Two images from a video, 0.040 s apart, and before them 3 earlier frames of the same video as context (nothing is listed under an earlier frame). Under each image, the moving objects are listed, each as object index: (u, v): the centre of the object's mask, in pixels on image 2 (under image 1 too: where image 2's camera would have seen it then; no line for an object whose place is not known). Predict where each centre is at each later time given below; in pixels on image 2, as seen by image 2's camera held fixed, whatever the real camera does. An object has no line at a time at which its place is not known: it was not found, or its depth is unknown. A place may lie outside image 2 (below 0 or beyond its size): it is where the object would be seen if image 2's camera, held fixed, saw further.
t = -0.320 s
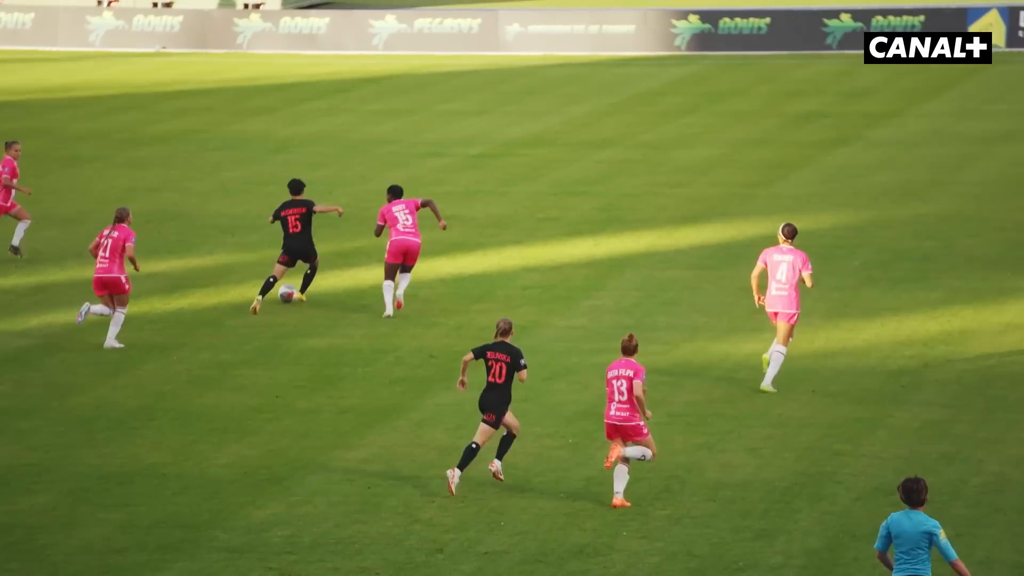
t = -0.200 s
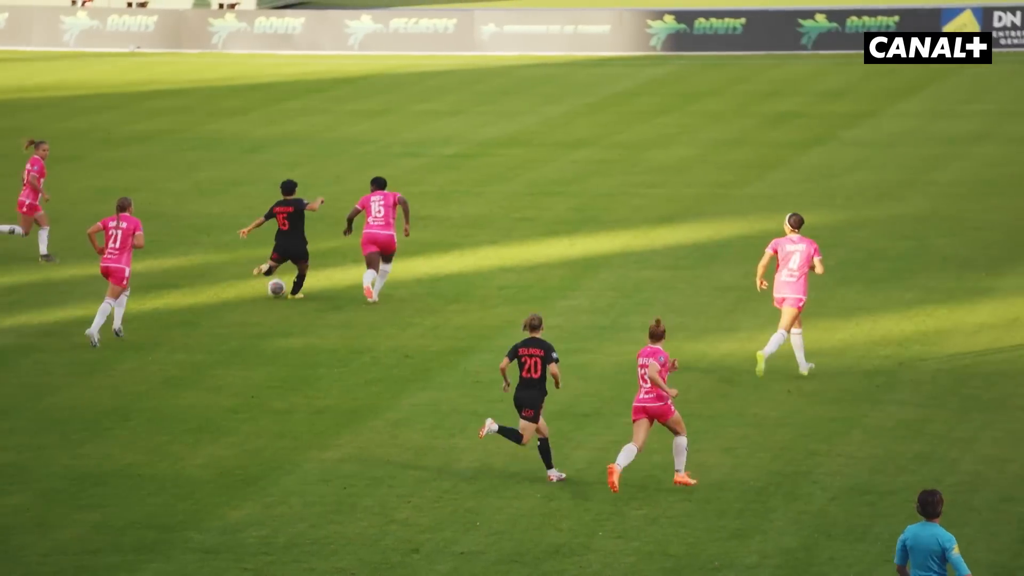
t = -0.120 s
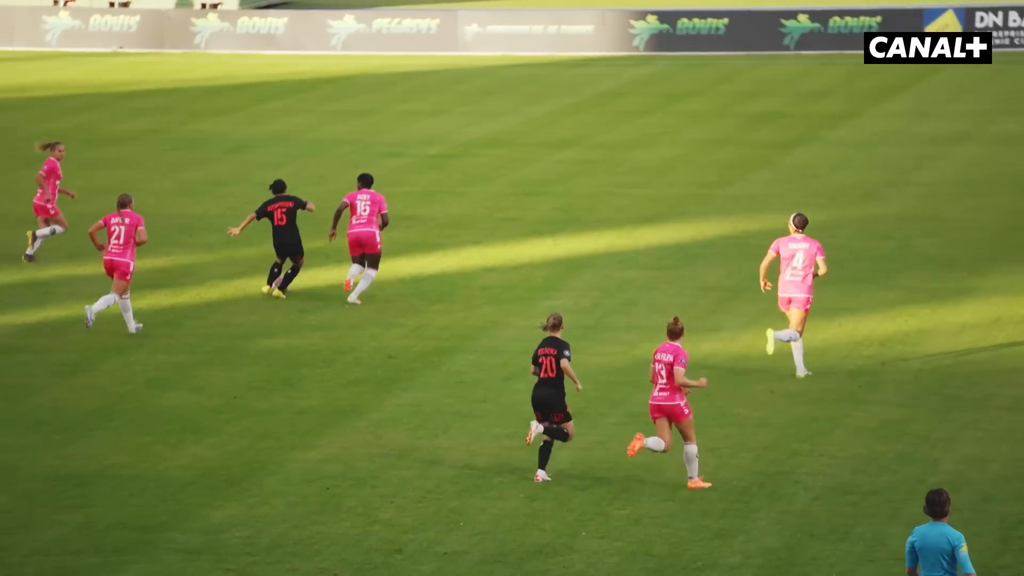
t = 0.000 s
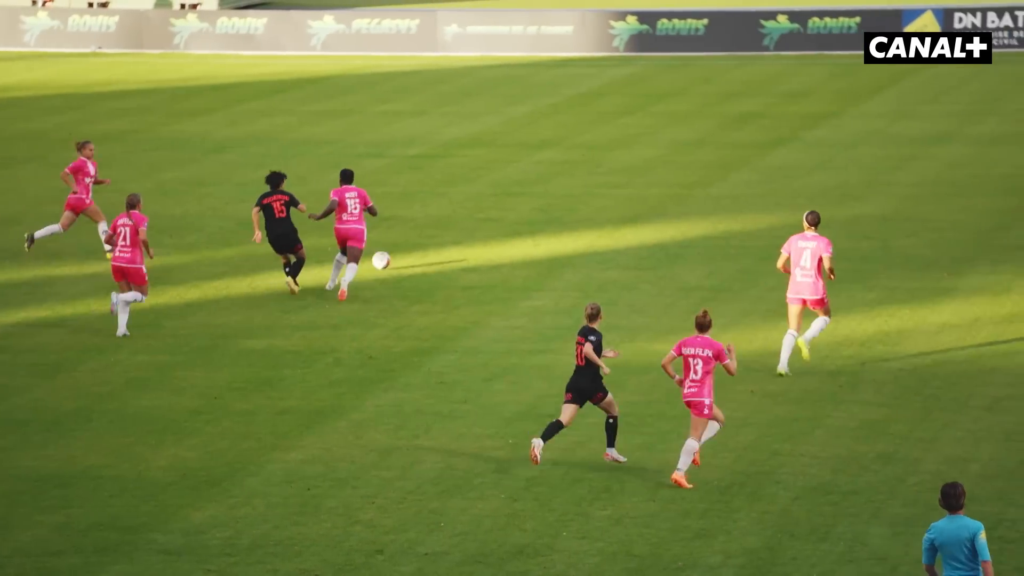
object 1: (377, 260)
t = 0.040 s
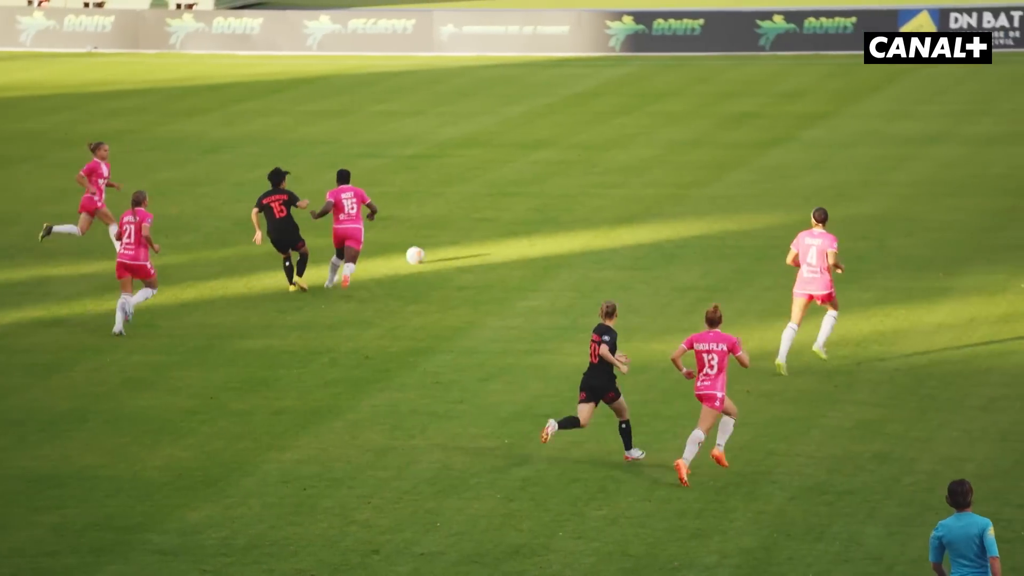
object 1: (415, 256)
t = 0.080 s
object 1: (450, 249)
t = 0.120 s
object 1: (483, 240)
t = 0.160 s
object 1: (515, 232)
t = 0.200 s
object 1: (546, 226)
